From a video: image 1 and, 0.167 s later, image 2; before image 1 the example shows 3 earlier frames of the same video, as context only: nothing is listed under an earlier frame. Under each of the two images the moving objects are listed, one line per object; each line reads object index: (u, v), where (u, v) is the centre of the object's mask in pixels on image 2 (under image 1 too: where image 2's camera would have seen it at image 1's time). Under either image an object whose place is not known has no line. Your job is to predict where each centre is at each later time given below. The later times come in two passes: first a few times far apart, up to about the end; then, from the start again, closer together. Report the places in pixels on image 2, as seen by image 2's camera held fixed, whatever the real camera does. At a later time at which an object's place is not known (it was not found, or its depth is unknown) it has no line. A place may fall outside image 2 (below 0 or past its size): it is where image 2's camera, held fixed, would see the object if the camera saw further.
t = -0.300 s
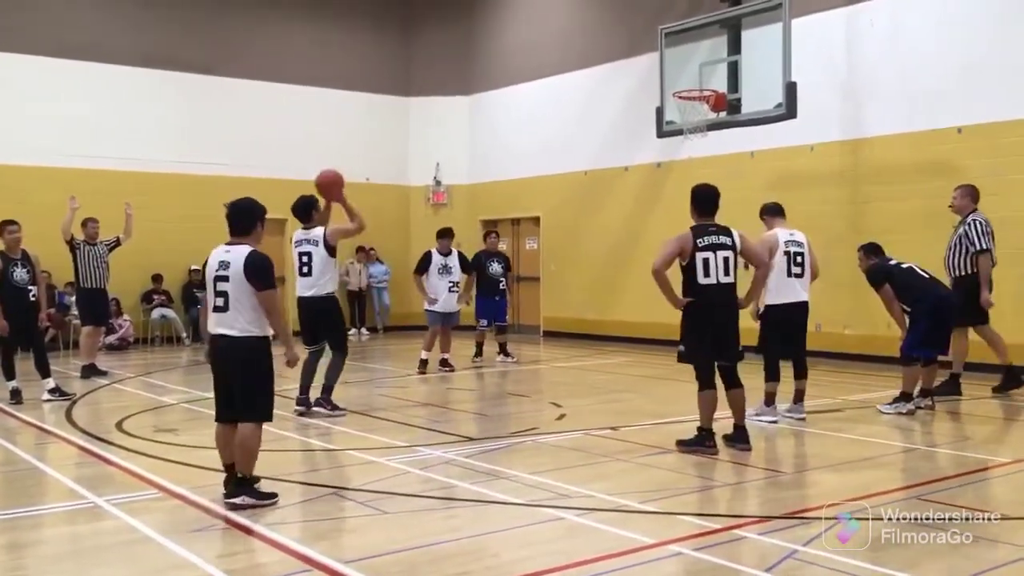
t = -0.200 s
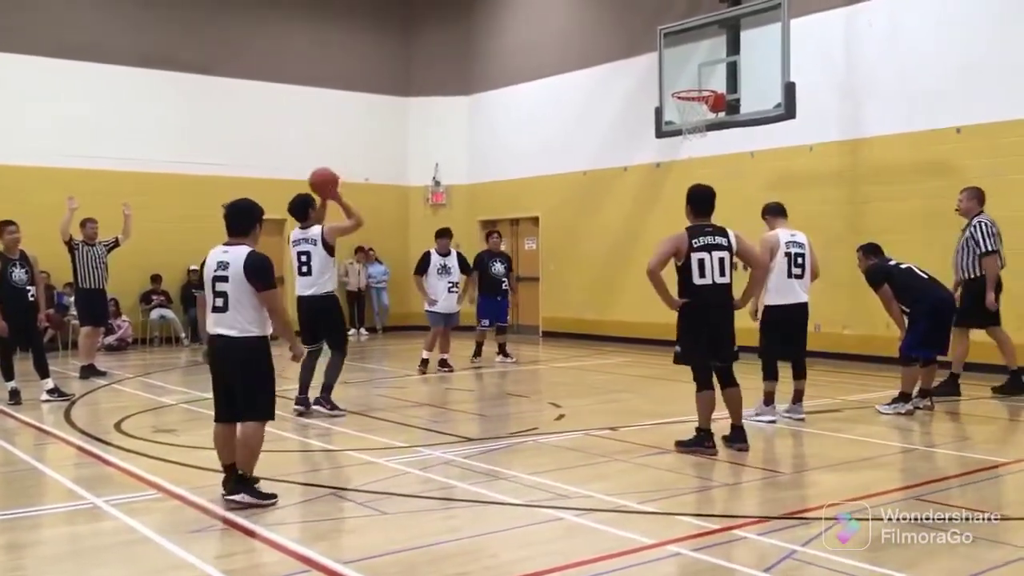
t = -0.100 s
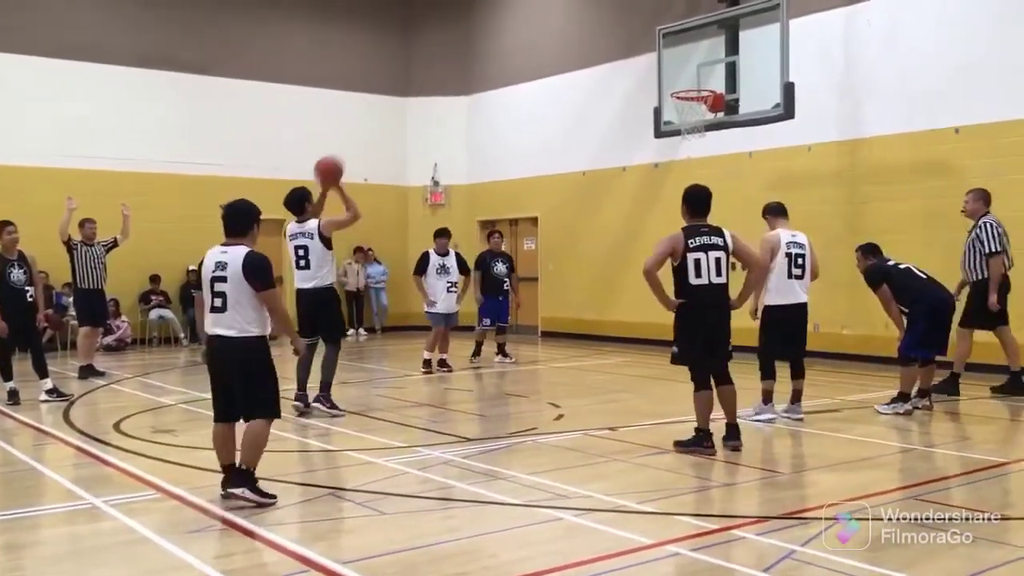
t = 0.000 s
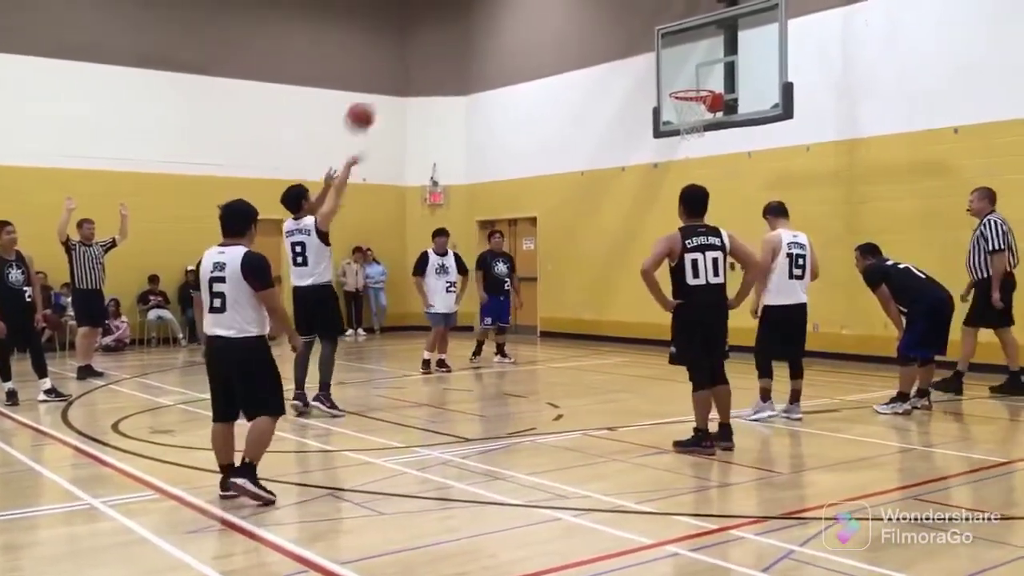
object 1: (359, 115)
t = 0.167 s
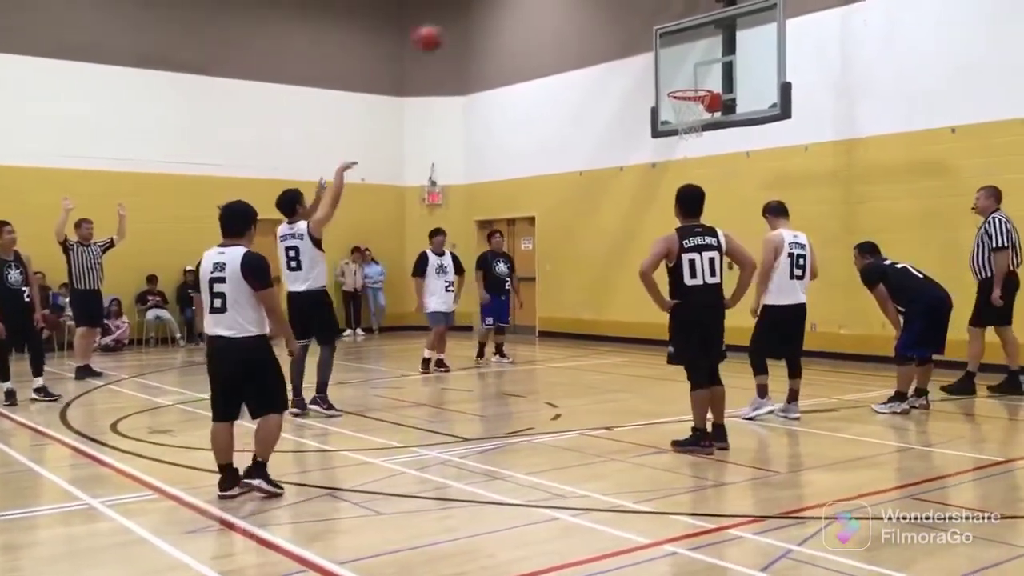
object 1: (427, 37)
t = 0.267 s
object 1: (464, 10)
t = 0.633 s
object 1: (591, 8)
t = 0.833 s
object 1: (648, 53)
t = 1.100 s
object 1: (697, 77)
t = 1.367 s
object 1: (700, 63)
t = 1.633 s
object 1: (701, 118)
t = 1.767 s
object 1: (705, 171)
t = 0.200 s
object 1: (440, 27)
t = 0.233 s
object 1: (452, 17)
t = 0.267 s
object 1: (464, 10)
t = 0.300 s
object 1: (477, 7)
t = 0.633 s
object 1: (591, 8)
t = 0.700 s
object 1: (610, 16)
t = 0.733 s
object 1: (620, 22)
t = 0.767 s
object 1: (629, 32)
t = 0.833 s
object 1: (648, 53)
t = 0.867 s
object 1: (657, 64)
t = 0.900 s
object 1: (666, 75)
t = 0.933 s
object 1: (673, 84)
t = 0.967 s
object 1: (681, 84)
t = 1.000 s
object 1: (688, 86)
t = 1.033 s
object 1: (695, 88)
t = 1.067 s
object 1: (697, 82)
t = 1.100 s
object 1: (697, 77)
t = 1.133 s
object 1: (698, 72)
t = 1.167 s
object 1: (698, 68)
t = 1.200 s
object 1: (698, 65)
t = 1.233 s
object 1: (699, 62)
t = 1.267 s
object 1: (699, 61)
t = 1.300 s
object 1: (699, 61)
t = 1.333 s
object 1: (700, 61)
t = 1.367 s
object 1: (700, 63)
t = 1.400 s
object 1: (701, 66)
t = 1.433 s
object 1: (701, 70)
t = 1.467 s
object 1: (701, 74)
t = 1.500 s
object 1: (702, 81)
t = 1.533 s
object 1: (702, 87)
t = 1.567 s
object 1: (702, 95)
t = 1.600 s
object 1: (702, 105)
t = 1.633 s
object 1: (701, 118)
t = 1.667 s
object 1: (703, 129)
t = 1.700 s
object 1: (704, 142)
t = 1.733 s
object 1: (704, 156)
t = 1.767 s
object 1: (705, 171)
